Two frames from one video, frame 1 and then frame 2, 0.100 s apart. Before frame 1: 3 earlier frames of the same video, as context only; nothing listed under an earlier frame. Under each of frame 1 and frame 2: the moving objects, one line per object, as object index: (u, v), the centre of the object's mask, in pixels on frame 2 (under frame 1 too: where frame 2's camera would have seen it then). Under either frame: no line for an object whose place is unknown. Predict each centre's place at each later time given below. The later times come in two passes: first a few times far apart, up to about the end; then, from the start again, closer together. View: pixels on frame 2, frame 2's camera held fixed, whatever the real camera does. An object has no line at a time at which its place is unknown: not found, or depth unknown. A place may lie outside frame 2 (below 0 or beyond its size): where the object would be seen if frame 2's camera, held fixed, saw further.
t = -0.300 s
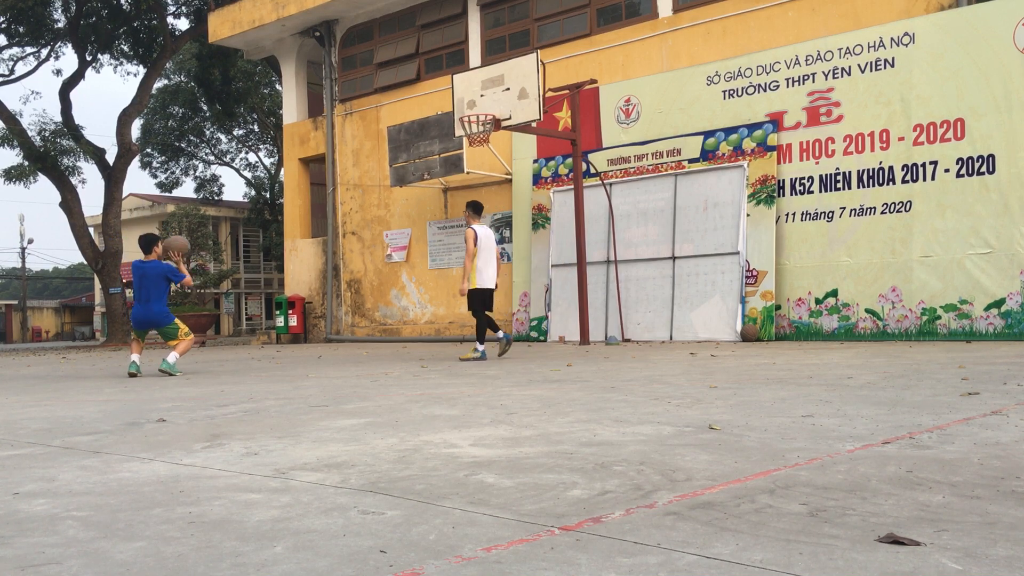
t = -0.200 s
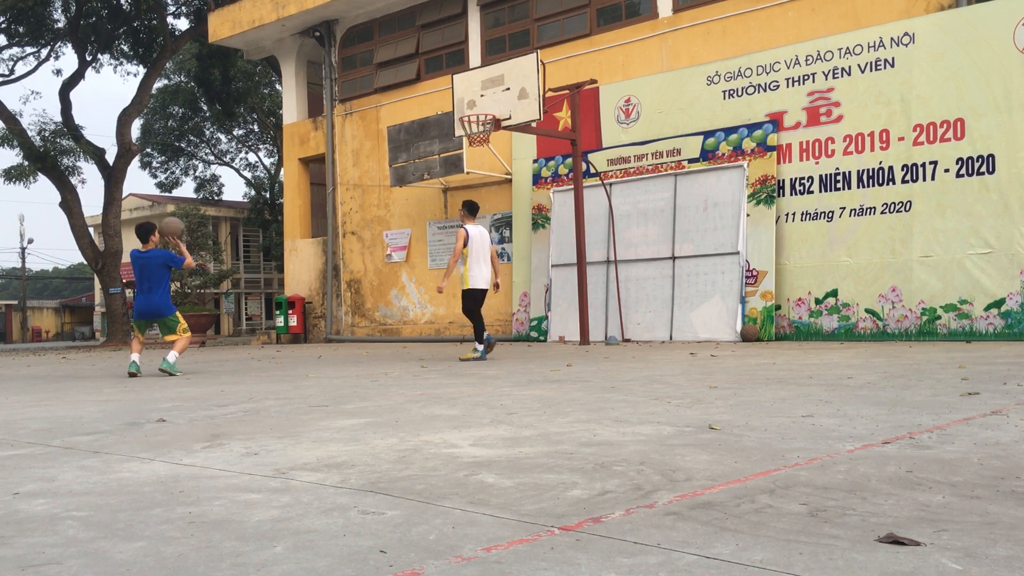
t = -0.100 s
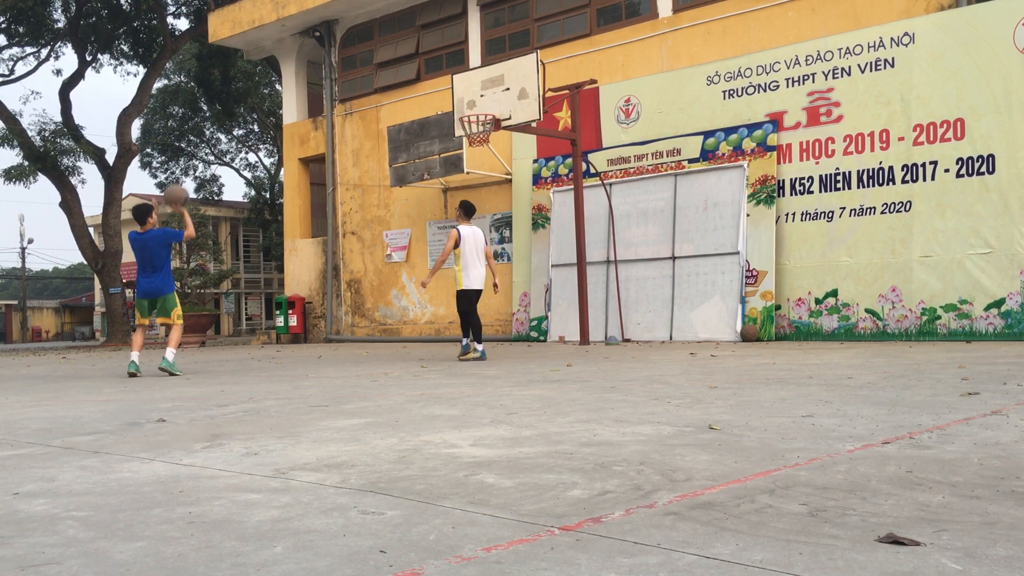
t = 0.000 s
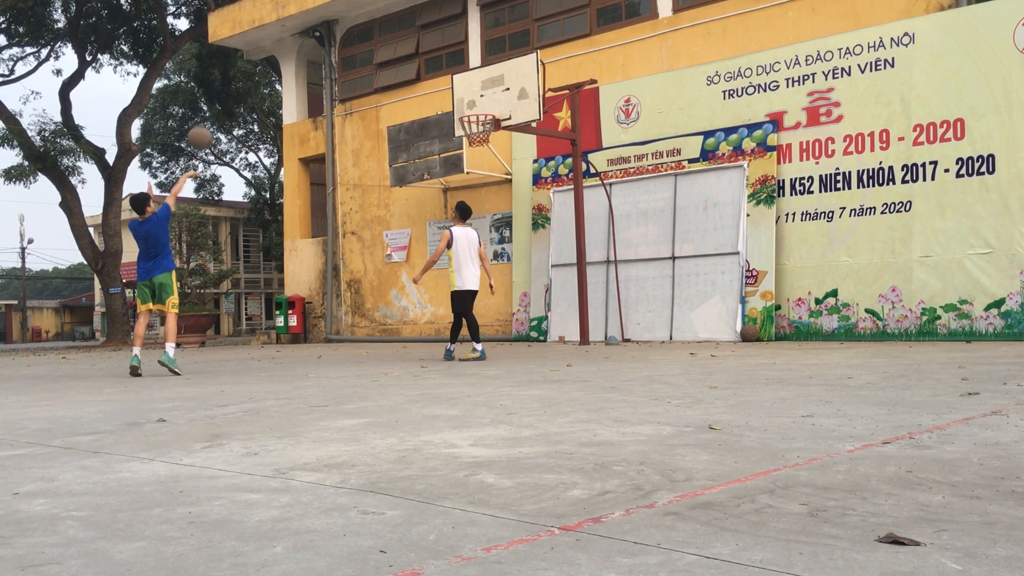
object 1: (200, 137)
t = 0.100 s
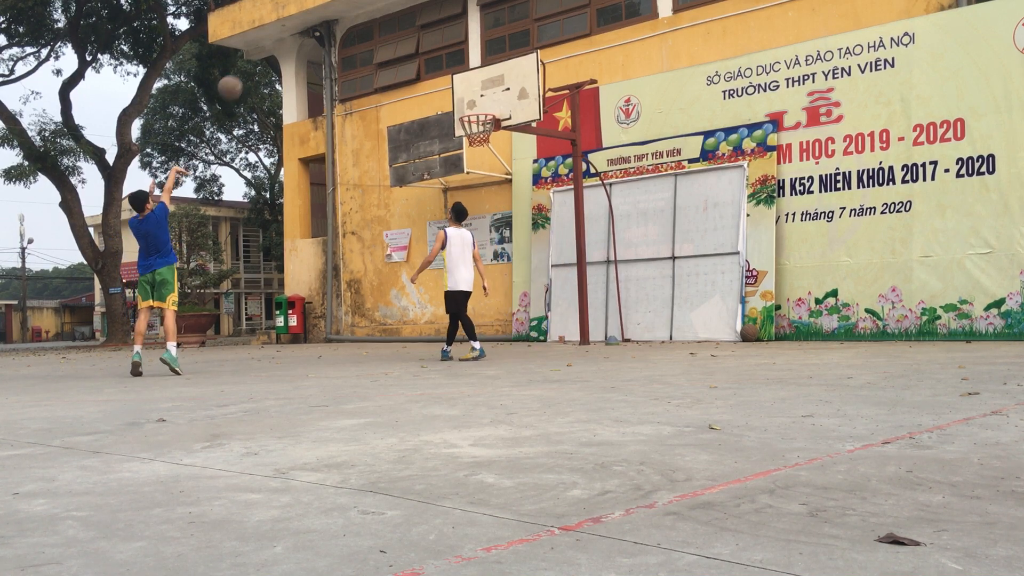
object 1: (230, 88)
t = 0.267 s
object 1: (276, 30)
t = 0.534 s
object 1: (345, 3)
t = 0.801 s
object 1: (405, 21)
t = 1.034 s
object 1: (453, 87)
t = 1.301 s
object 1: (488, 99)
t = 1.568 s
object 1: (498, 106)
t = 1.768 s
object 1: (507, 150)
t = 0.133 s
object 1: (240, 73)
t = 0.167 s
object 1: (249, 60)
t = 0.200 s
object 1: (258, 48)
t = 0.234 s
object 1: (267, 38)
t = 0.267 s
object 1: (276, 30)
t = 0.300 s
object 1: (285, 22)
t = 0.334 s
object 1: (294, 14)
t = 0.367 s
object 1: (302, 9)
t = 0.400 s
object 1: (311, 7)
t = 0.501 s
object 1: (336, 3)
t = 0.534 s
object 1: (345, 3)
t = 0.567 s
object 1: (353, 3)
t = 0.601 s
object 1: (360, 3)
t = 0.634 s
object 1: (368, 4)
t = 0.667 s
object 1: (375, 5)
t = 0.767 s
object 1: (398, 15)
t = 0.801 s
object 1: (405, 21)
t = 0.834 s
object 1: (413, 28)
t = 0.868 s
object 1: (419, 36)
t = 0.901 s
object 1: (426, 44)
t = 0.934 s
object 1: (434, 54)
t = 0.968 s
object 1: (440, 64)
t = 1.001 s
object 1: (447, 75)
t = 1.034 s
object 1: (453, 87)
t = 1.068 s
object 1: (460, 99)
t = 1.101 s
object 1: (466, 111)
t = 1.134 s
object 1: (474, 112)
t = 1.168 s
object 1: (482, 113)
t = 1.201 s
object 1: (485, 109)
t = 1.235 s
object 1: (486, 105)
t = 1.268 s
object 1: (487, 102)
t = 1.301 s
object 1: (488, 99)
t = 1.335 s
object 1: (489, 97)
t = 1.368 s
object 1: (491, 95)
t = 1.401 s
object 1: (492, 95)
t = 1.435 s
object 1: (493, 95)
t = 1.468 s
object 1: (494, 97)
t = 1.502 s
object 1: (495, 99)
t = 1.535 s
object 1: (497, 102)
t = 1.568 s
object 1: (498, 106)
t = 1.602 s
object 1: (500, 110)
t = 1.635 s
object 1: (501, 116)
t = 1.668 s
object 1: (503, 123)
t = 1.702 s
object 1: (504, 131)
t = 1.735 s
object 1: (505, 140)
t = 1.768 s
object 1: (507, 150)
